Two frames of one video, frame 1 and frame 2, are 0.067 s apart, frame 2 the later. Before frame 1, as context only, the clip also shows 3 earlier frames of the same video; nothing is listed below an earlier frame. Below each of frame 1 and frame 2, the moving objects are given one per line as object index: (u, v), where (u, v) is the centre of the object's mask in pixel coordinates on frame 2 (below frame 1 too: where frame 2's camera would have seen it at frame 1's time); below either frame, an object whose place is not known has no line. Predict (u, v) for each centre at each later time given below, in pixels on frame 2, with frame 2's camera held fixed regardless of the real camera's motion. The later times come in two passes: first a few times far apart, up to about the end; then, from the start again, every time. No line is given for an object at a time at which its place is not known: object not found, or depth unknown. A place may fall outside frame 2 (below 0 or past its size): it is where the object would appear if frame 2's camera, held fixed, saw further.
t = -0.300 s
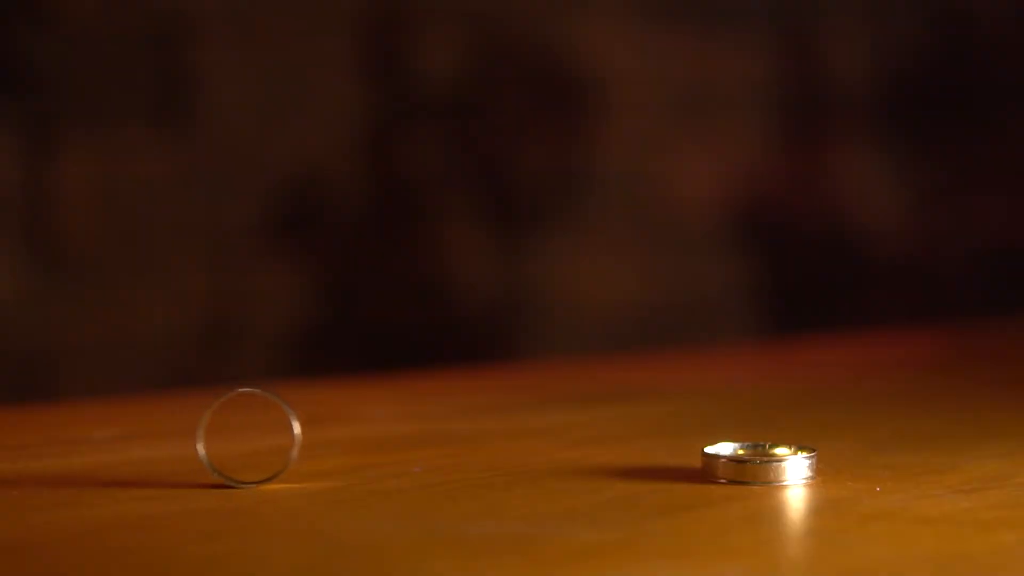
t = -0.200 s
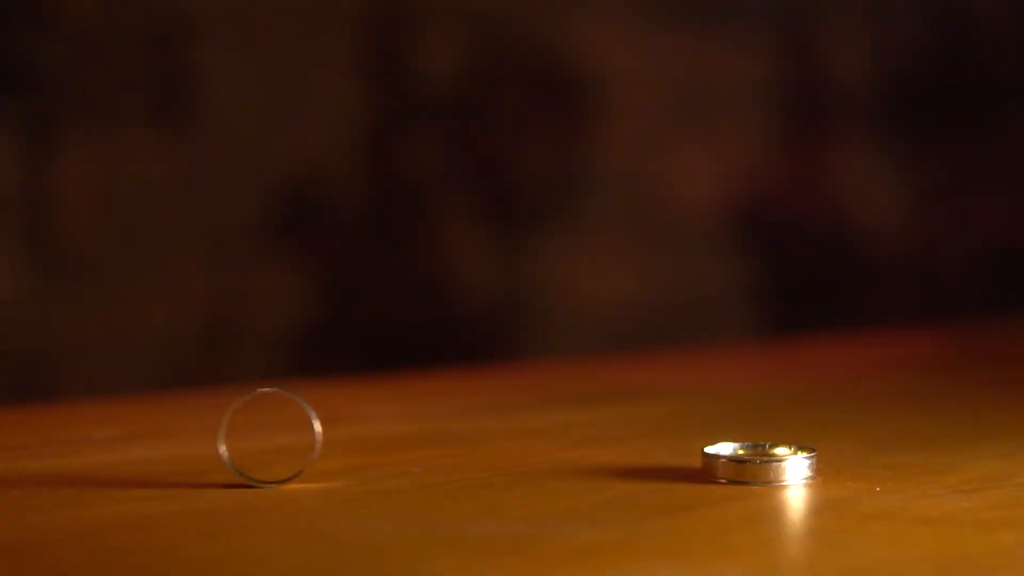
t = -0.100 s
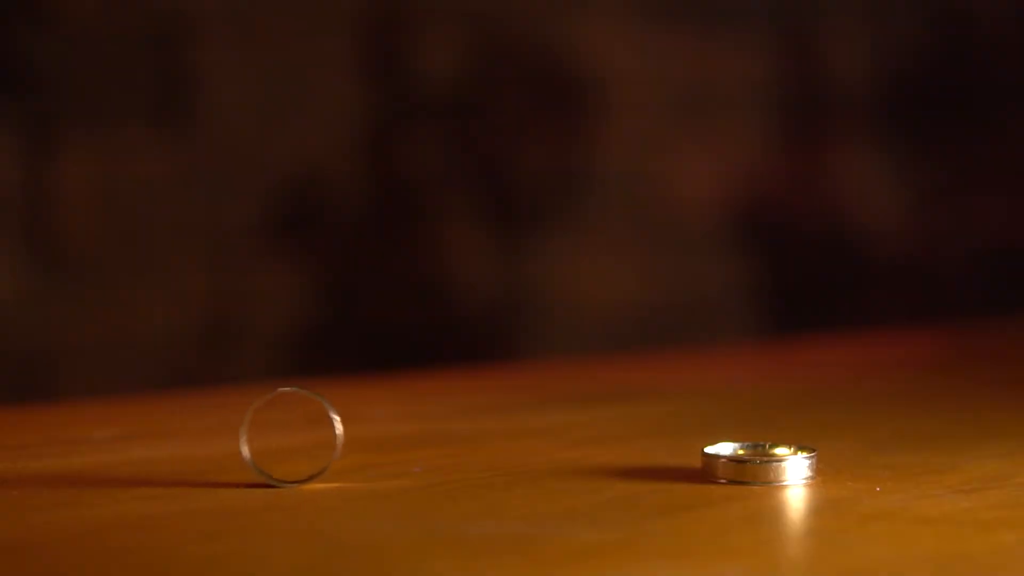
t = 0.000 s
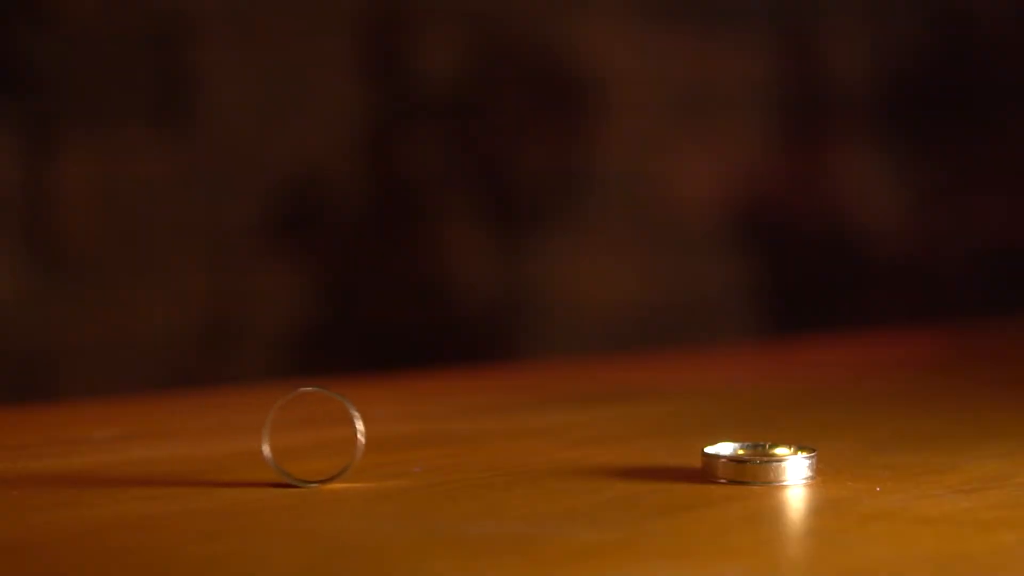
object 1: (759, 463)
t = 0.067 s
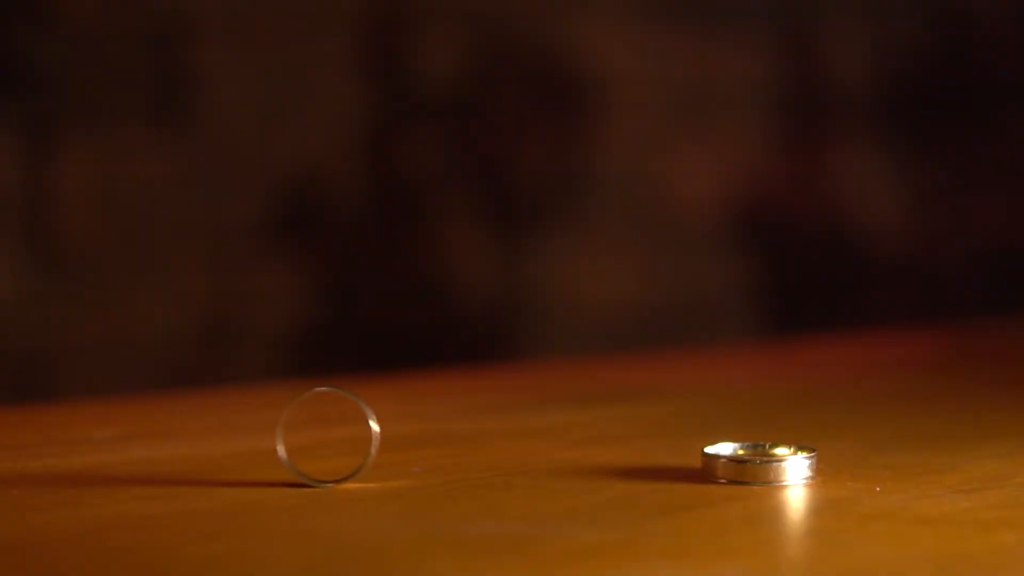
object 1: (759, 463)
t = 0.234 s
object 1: (759, 463)
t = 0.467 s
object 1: (759, 463)
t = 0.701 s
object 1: (759, 463)
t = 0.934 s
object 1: (759, 463)
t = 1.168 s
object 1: (759, 463)
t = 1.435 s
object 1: (759, 463)
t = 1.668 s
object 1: (768, 463)
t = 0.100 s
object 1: (759, 463)
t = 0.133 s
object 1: (759, 463)
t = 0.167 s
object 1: (759, 463)
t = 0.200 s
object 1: (759, 463)
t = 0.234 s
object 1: (759, 463)
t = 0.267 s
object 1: (759, 463)
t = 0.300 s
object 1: (759, 463)
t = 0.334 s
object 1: (759, 463)
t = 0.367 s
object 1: (759, 463)
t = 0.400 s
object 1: (759, 463)
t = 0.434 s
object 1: (759, 463)
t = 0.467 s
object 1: (759, 463)
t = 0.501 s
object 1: (759, 463)
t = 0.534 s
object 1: (759, 463)
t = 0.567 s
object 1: (759, 463)
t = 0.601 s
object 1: (759, 463)
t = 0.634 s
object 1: (759, 463)
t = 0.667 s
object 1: (759, 463)
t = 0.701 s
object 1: (759, 463)
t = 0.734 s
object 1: (759, 463)
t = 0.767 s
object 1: (759, 463)
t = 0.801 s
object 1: (759, 463)
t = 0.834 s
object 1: (759, 463)
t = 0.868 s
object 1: (759, 463)
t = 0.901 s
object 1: (759, 463)
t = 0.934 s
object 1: (759, 463)
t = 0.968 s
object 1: (759, 463)
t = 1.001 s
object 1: (759, 463)
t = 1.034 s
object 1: (759, 463)
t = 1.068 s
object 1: (759, 463)
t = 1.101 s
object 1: (759, 463)
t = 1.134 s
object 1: (759, 463)
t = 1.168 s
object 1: (759, 463)
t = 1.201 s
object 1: (759, 463)
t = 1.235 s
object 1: (759, 463)
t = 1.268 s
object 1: (759, 463)
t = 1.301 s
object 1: (759, 463)
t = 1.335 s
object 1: (759, 463)
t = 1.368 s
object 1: (759, 463)
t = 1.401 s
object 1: (759, 463)
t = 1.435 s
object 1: (759, 463)
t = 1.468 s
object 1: (759, 463)
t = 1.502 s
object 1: (759, 463)
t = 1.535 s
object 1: (761, 463)
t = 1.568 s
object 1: (763, 463)
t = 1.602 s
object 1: (764, 463)
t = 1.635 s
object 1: (766, 463)
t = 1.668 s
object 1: (768, 463)
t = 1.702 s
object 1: (770, 463)
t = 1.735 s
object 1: (773, 463)
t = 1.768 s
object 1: (774, 463)
